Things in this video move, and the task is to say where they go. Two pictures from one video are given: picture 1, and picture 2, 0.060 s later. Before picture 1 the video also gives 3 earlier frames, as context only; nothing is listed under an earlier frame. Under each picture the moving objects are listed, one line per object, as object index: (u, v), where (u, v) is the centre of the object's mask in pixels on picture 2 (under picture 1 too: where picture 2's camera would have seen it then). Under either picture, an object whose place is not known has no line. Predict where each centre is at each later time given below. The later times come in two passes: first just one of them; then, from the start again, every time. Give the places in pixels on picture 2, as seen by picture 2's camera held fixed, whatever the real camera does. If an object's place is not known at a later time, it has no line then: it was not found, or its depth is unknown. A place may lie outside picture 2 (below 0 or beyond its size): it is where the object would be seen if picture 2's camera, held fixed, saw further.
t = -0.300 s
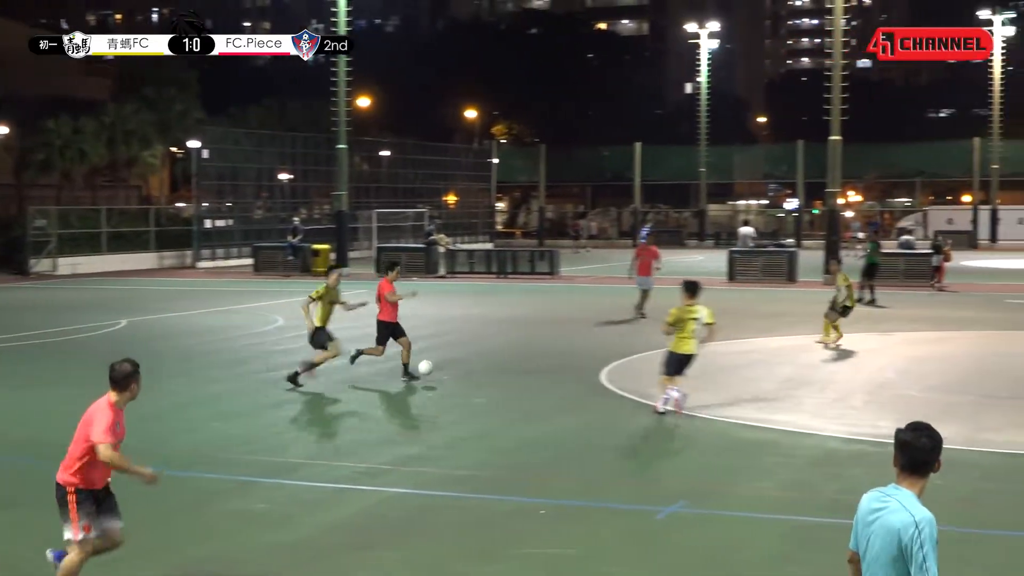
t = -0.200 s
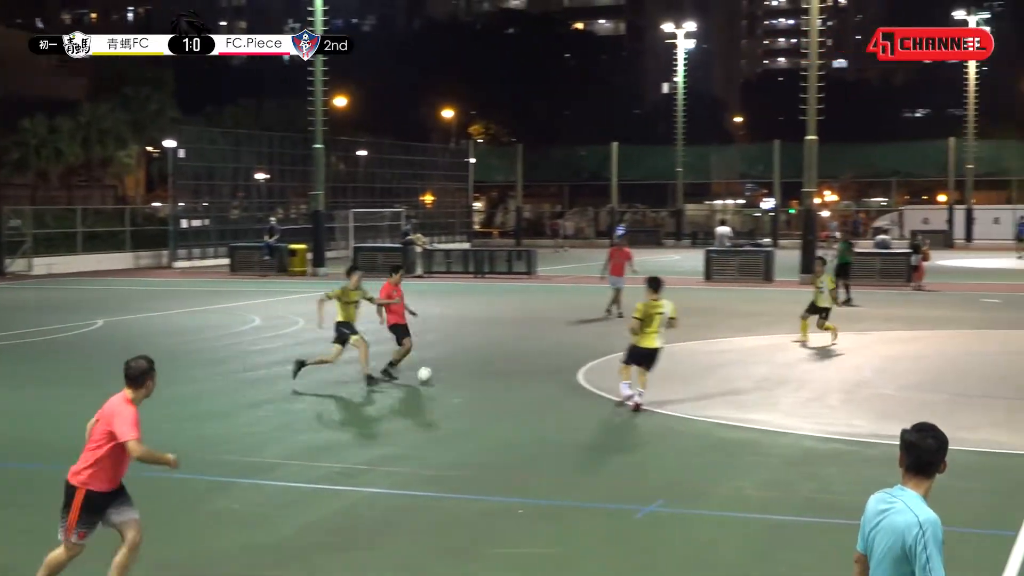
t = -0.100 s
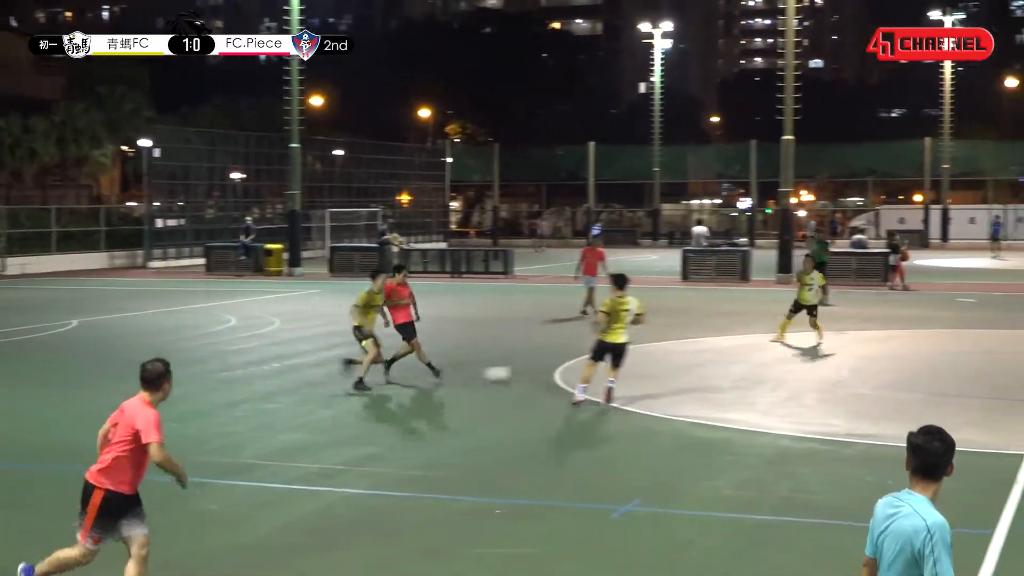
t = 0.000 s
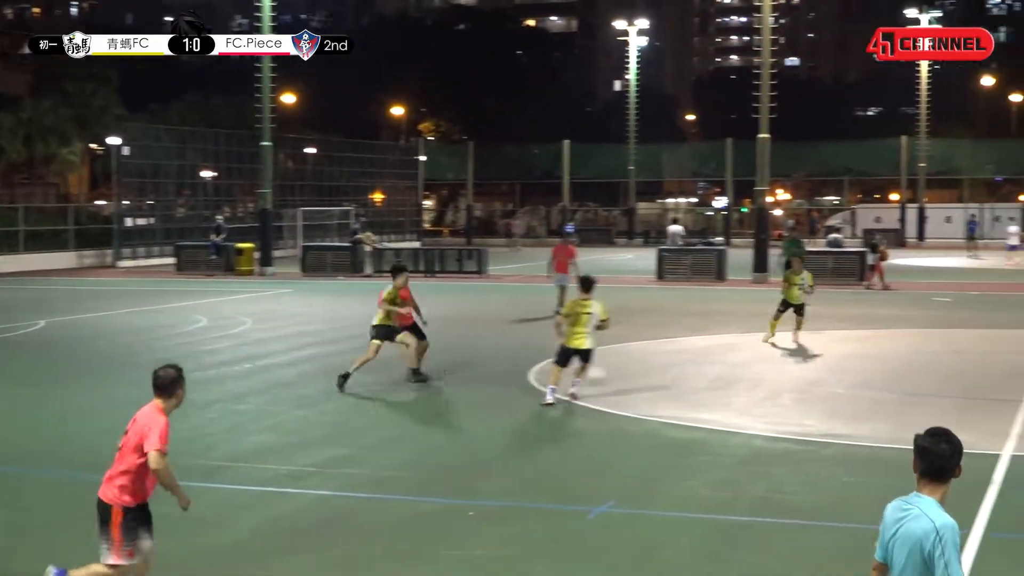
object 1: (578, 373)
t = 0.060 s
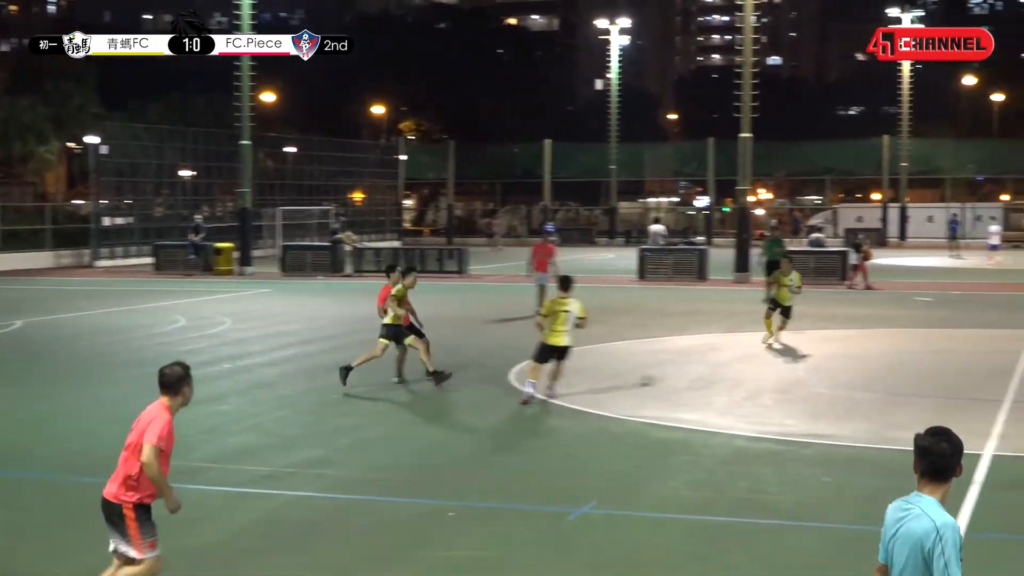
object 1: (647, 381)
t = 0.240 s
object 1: (835, 376)
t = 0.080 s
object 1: (667, 377)
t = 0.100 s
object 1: (693, 380)
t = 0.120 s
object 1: (712, 381)
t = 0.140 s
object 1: (734, 379)
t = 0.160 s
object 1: (756, 380)
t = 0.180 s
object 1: (776, 380)
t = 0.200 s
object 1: (796, 376)
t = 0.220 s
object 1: (816, 374)
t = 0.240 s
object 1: (835, 376)
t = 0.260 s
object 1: (854, 375)
